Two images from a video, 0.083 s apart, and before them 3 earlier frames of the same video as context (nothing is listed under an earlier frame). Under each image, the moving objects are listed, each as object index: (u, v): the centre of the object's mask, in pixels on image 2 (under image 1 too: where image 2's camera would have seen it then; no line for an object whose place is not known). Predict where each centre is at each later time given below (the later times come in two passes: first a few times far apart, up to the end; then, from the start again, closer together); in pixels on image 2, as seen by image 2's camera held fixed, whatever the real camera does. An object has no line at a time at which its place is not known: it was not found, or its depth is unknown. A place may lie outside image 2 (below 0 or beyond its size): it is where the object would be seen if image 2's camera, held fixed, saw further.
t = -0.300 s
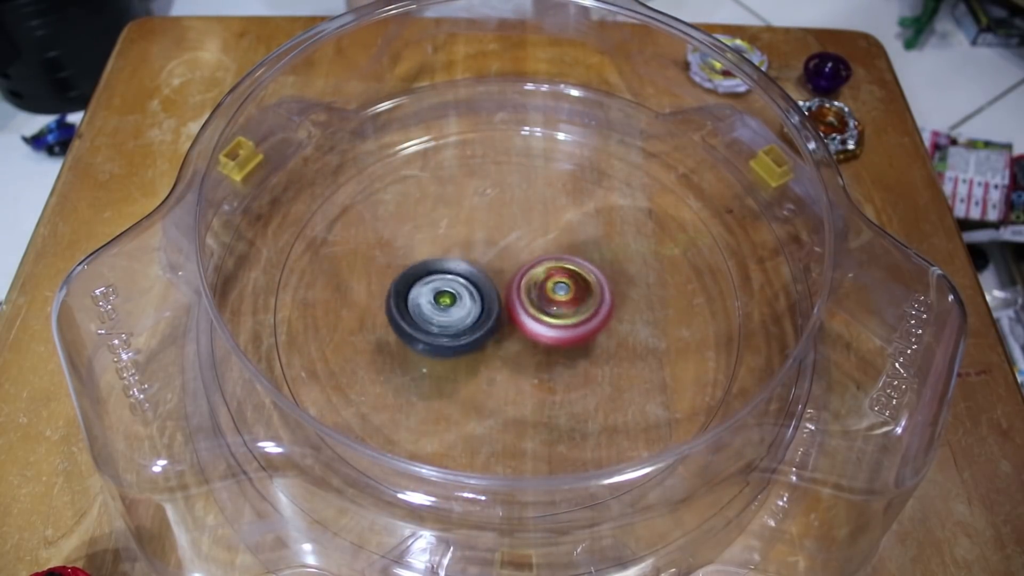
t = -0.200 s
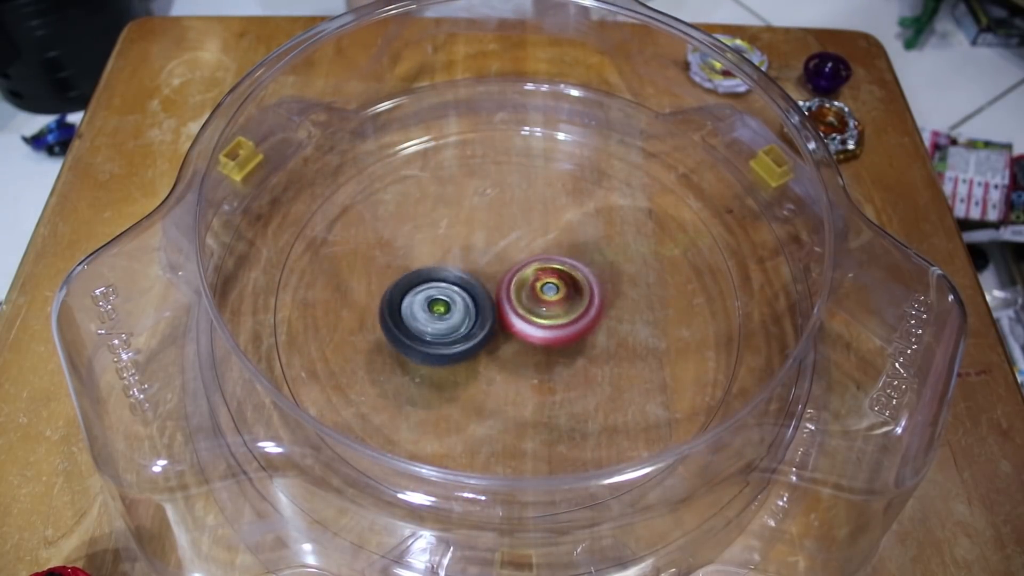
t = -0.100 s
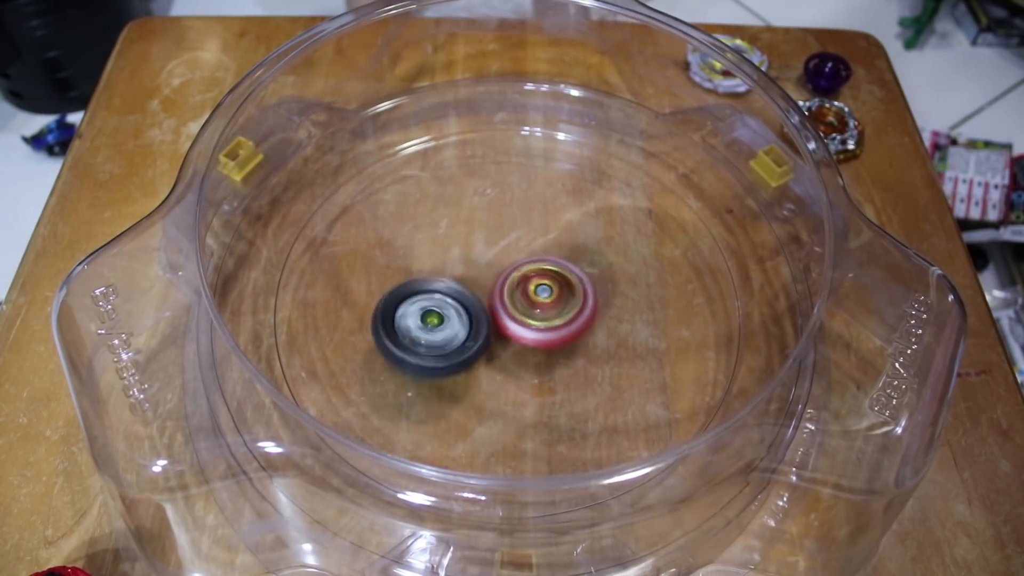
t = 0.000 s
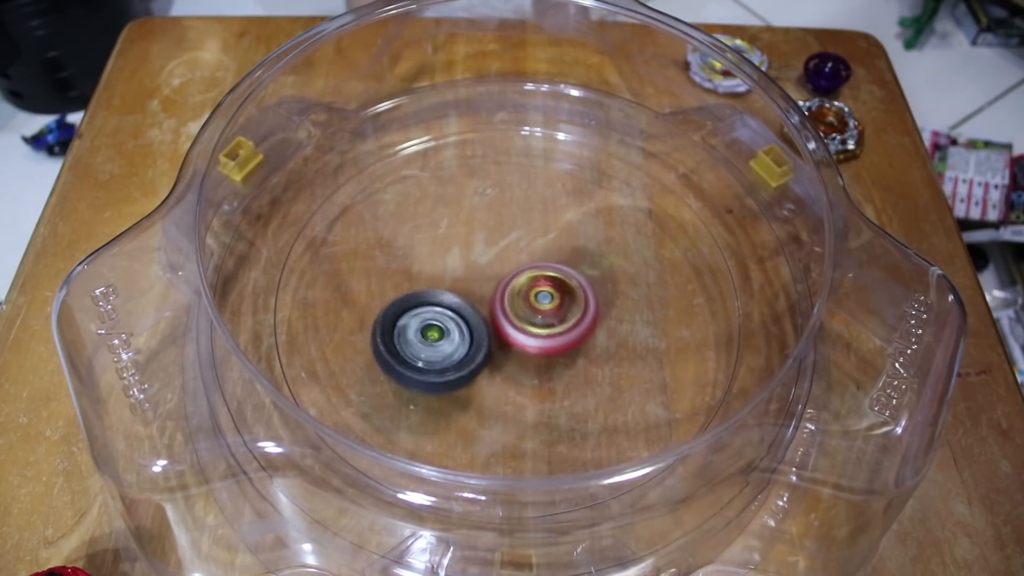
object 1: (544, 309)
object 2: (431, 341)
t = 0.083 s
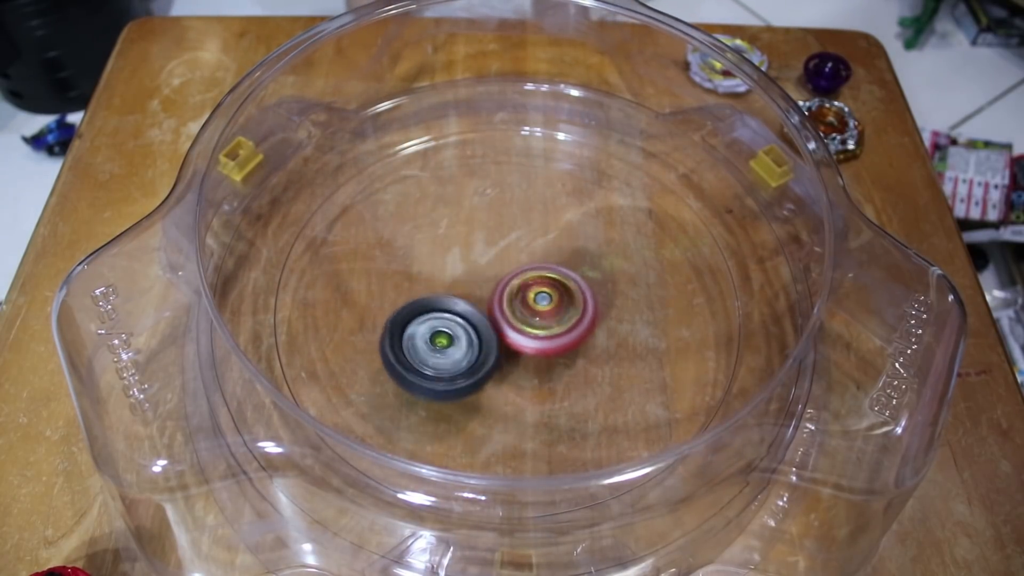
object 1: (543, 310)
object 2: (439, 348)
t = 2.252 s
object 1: (566, 314)
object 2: (445, 281)
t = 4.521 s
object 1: (510, 379)
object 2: (559, 280)
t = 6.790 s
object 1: (520, 340)
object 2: (578, 221)
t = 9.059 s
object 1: (494, 344)
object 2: (542, 234)
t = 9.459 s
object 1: (464, 335)
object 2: (565, 269)
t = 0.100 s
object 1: (542, 310)
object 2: (442, 349)
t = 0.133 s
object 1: (543, 308)
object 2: (446, 349)
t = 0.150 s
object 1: (553, 302)
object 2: (438, 355)
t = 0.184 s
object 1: (574, 286)
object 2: (424, 365)
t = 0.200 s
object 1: (584, 280)
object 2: (420, 369)
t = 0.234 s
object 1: (597, 268)
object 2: (419, 374)
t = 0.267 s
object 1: (605, 262)
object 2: (425, 378)
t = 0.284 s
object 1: (608, 259)
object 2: (428, 380)
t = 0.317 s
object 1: (611, 258)
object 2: (437, 382)
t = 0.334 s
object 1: (611, 258)
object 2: (441, 382)
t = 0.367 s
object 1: (612, 260)
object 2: (451, 382)
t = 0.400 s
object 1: (612, 262)
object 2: (461, 378)
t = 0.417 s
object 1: (613, 263)
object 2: (466, 376)
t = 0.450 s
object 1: (614, 265)
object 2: (477, 370)
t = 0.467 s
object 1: (614, 266)
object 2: (481, 367)
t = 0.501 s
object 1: (614, 268)
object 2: (491, 358)
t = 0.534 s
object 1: (615, 269)
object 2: (500, 349)
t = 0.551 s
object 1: (614, 270)
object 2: (506, 343)
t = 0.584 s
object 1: (613, 272)
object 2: (514, 332)
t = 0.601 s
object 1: (613, 272)
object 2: (518, 325)
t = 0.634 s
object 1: (617, 268)
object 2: (514, 316)
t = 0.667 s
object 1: (626, 261)
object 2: (507, 310)
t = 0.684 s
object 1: (628, 258)
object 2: (504, 307)
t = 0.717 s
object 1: (628, 255)
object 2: (499, 300)
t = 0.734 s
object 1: (626, 254)
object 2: (496, 296)
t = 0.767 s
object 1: (620, 255)
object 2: (491, 288)
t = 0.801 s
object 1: (612, 258)
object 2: (487, 282)
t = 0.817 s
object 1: (607, 260)
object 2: (485, 279)
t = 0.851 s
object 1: (598, 265)
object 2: (482, 274)
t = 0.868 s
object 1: (594, 267)
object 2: (480, 271)
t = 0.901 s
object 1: (585, 273)
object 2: (477, 266)
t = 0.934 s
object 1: (579, 278)
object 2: (472, 261)
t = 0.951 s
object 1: (577, 282)
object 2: (469, 259)
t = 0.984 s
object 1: (575, 286)
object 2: (465, 255)
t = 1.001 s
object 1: (573, 289)
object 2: (462, 254)
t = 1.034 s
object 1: (568, 290)
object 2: (459, 251)
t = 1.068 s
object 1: (564, 291)
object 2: (455, 248)
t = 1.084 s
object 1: (561, 290)
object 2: (454, 247)
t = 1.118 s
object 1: (556, 286)
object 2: (452, 246)
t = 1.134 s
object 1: (554, 283)
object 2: (451, 245)
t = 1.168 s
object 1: (553, 280)
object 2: (443, 242)
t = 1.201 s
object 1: (554, 276)
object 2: (437, 240)
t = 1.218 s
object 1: (554, 275)
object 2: (435, 240)
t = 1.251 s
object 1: (555, 272)
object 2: (433, 240)
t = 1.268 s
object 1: (555, 270)
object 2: (432, 240)
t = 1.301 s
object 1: (556, 268)
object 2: (432, 241)
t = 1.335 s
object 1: (556, 265)
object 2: (433, 243)
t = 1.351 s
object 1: (556, 264)
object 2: (433, 243)
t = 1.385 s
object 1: (557, 261)
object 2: (436, 245)
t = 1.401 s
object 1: (557, 260)
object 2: (438, 246)
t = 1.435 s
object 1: (556, 258)
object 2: (442, 248)
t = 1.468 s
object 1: (555, 256)
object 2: (447, 248)
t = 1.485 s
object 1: (557, 255)
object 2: (448, 249)
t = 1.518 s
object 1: (560, 253)
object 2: (450, 249)
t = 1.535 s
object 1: (561, 252)
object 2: (452, 250)
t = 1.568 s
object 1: (567, 252)
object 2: (451, 250)
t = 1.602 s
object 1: (569, 253)
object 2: (454, 251)
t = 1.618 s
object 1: (569, 254)
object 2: (455, 252)
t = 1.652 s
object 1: (568, 256)
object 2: (459, 253)
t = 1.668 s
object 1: (569, 257)
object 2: (460, 254)
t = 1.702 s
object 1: (574, 261)
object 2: (458, 254)
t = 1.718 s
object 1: (576, 262)
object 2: (457, 255)
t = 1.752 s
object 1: (576, 267)
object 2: (457, 256)
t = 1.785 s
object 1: (572, 270)
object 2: (458, 258)
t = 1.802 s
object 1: (569, 272)
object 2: (459, 259)
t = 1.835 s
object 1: (570, 276)
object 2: (455, 260)
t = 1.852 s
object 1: (571, 278)
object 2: (453, 260)
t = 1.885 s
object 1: (571, 281)
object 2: (450, 261)
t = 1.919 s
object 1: (569, 284)
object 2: (450, 263)
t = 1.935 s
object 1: (568, 286)
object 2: (450, 264)
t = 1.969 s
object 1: (565, 289)
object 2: (452, 267)
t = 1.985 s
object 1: (564, 290)
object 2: (453, 268)
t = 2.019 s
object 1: (564, 293)
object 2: (454, 270)
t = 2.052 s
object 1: (565, 295)
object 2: (454, 272)
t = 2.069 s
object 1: (567, 297)
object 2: (452, 273)
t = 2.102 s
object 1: (567, 302)
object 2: (449, 275)
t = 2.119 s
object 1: (566, 304)
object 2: (449, 275)
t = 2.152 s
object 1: (562, 307)
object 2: (450, 278)
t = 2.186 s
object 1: (559, 310)
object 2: (451, 280)
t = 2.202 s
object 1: (561, 311)
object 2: (449, 281)
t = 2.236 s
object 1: (565, 313)
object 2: (445, 280)
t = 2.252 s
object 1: (566, 314)
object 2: (445, 281)
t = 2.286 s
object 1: (566, 315)
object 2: (445, 282)
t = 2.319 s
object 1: (565, 316)
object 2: (447, 283)
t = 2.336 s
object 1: (564, 316)
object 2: (449, 283)
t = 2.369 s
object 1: (561, 317)
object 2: (452, 284)
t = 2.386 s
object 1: (562, 317)
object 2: (452, 283)
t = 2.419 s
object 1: (563, 318)
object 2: (452, 282)
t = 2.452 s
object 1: (562, 318)
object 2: (452, 281)
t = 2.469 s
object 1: (561, 318)
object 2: (453, 280)
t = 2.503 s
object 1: (561, 319)
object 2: (455, 277)
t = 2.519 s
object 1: (560, 320)
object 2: (454, 276)
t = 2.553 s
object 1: (558, 321)
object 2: (455, 273)
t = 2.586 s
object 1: (556, 321)
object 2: (457, 270)
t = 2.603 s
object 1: (555, 321)
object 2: (458, 268)
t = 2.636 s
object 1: (554, 321)
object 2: (459, 264)
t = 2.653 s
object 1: (552, 320)
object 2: (459, 262)
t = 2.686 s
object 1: (552, 320)
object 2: (461, 257)
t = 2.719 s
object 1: (551, 318)
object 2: (462, 252)
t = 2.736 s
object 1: (550, 318)
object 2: (463, 250)
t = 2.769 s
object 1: (548, 316)
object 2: (464, 246)
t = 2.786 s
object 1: (547, 315)
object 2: (465, 244)
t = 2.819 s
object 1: (545, 313)
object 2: (466, 240)
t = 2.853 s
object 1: (543, 310)
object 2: (468, 236)
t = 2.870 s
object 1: (543, 310)
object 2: (468, 234)
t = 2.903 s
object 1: (542, 309)
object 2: (467, 229)
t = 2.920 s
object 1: (541, 309)
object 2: (467, 227)
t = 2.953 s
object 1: (539, 308)
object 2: (468, 223)
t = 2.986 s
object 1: (538, 307)
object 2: (468, 220)
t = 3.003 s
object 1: (537, 307)
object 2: (469, 219)
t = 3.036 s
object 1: (536, 306)
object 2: (470, 217)
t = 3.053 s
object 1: (535, 306)
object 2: (470, 216)
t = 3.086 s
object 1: (535, 305)
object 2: (472, 215)
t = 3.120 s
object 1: (535, 303)
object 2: (474, 214)
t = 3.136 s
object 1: (534, 303)
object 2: (475, 214)
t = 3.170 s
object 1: (535, 302)
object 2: (477, 215)
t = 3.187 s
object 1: (535, 302)
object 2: (478, 214)
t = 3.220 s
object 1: (537, 304)
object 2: (478, 212)
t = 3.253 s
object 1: (539, 305)
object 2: (480, 210)
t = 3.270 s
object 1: (539, 306)
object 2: (480, 210)
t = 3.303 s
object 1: (541, 306)
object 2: (482, 209)
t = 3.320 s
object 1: (541, 306)
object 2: (482, 210)
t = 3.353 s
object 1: (542, 305)
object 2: (484, 211)
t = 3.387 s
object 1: (543, 304)
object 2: (487, 212)
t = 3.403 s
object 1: (543, 303)
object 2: (488, 213)
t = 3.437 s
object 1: (545, 306)
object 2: (490, 212)
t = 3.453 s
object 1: (546, 308)
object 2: (490, 211)
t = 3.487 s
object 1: (546, 311)
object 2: (491, 210)
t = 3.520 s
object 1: (543, 313)
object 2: (493, 212)
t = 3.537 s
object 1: (542, 314)
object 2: (494, 213)
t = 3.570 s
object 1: (540, 315)
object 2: (496, 217)
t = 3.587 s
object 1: (538, 316)
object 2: (497, 220)
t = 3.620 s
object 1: (535, 318)
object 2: (499, 223)
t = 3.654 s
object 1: (534, 324)
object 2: (501, 223)
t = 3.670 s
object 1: (533, 327)
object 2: (503, 223)
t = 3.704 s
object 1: (532, 331)
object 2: (506, 225)
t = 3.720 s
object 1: (532, 332)
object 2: (508, 225)
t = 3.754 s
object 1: (531, 332)
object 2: (511, 228)
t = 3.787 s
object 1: (529, 331)
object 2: (515, 231)
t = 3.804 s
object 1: (529, 331)
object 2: (516, 232)
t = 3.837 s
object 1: (531, 345)
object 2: (517, 220)
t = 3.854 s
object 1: (532, 351)
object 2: (517, 215)
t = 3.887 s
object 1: (533, 359)
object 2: (518, 209)
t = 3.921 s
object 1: (532, 363)
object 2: (519, 205)
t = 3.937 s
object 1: (530, 365)
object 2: (519, 203)
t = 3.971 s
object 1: (528, 369)
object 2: (519, 202)
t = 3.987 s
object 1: (528, 370)
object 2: (518, 201)
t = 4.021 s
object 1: (525, 373)
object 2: (518, 201)
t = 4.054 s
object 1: (523, 375)
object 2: (518, 202)
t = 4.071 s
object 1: (523, 376)
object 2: (518, 203)
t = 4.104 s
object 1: (521, 378)
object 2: (518, 205)
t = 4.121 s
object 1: (520, 380)
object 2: (518, 206)
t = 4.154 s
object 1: (519, 382)
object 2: (519, 210)
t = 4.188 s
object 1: (518, 383)
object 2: (520, 215)
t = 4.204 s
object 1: (517, 384)
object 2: (521, 217)
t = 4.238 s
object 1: (516, 385)
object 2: (522, 223)
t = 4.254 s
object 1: (515, 385)
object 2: (524, 226)
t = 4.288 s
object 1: (514, 386)
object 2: (526, 232)
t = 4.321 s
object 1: (513, 387)
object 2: (529, 239)
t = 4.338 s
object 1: (512, 387)
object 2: (531, 243)
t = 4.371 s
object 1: (512, 386)
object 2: (536, 250)
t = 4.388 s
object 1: (511, 385)
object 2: (538, 253)
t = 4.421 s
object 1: (510, 384)
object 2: (543, 260)
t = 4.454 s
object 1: (510, 383)
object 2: (548, 267)
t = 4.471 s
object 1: (510, 382)
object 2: (550, 271)
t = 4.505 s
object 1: (509, 380)
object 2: (556, 277)
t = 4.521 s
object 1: (510, 379)
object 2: (559, 280)
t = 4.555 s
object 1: (509, 377)
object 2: (564, 286)
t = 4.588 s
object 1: (502, 384)
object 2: (576, 283)
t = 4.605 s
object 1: (499, 385)
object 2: (581, 282)
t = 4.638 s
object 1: (494, 388)
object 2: (588, 281)
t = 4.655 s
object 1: (493, 388)
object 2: (591, 280)
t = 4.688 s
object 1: (493, 386)
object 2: (595, 279)
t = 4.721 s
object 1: (494, 382)
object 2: (599, 278)
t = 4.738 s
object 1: (494, 380)
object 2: (600, 278)
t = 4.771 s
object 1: (496, 375)
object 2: (602, 277)
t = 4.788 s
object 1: (497, 371)
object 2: (603, 277)
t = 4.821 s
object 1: (498, 365)
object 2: (603, 276)
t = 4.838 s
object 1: (500, 362)
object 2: (603, 276)
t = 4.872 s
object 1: (501, 355)
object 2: (602, 275)
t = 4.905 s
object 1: (503, 348)
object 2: (600, 275)
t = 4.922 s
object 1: (504, 345)
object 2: (598, 275)
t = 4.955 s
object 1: (505, 340)
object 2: (595, 276)
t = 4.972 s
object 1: (505, 339)
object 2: (594, 275)
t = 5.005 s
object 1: (500, 338)
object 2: (594, 272)
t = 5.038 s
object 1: (496, 337)
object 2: (593, 268)
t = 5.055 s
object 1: (494, 336)
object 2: (592, 267)
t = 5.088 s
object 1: (494, 335)
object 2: (588, 266)
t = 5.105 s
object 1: (495, 334)
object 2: (586, 265)
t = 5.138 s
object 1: (496, 332)
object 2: (581, 264)
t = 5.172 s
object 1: (492, 333)
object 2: (581, 259)
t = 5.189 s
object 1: (487, 335)
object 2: (585, 252)
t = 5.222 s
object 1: (480, 336)
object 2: (587, 241)
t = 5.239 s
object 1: (479, 336)
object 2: (587, 238)
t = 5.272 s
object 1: (475, 333)
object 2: (584, 231)
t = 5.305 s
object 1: (472, 331)
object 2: (580, 225)
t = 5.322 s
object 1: (472, 329)
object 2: (578, 223)
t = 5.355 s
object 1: (469, 326)
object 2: (573, 219)
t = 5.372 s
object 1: (468, 325)
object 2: (570, 217)
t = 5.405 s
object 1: (466, 322)
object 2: (564, 215)
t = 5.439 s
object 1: (464, 319)
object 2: (557, 214)
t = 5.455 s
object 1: (462, 317)
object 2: (553, 214)
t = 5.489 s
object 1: (461, 314)
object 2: (546, 214)
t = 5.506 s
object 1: (460, 312)
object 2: (541, 215)
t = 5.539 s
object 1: (459, 309)
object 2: (533, 218)
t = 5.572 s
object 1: (457, 306)
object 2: (525, 222)
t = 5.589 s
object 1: (456, 304)
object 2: (521, 225)
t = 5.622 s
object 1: (449, 307)
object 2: (520, 222)
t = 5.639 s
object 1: (446, 309)
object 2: (521, 220)
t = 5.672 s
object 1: (442, 310)
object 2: (520, 217)
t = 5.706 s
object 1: (441, 310)
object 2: (518, 217)
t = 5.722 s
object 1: (441, 309)
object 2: (517, 217)
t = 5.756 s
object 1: (445, 308)
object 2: (514, 219)
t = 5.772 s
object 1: (448, 308)
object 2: (513, 220)
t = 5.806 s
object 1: (453, 306)
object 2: (510, 223)
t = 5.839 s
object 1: (456, 308)
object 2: (510, 224)
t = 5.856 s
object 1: (456, 309)
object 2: (511, 224)
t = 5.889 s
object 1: (457, 312)
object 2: (513, 223)
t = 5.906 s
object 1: (456, 315)
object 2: (516, 220)
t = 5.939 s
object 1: (457, 319)
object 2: (520, 217)
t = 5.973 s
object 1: (458, 321)
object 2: (522, 216)
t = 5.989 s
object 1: (460, 321)
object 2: (524, 215)
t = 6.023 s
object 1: (463, 321)
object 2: (526, 215)
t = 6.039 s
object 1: (464, 321)
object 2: (527, 216)
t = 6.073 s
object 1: (468, 320)
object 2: (529, 217)
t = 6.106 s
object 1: (472, 320)
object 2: (531, 219)
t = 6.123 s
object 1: (475, 319)
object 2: (532, 220)
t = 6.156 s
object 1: (479, 318)
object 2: (534, 222)
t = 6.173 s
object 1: (481, 318)
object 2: (535, 224)
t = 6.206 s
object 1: (486, 317)
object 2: (537, 227)
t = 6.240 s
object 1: (490, 316)
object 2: (539, 232)
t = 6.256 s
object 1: (491, 317)
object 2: (541, 232)
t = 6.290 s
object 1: (492, 322)
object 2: (547, 229)
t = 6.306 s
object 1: (493, 324)
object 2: (549, 228)
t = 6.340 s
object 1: (495, 326)
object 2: (554, 227)
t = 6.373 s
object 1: (499, 327)
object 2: (558, 227)
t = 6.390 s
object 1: (501, 326)
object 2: (559, 227)
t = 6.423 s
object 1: (505, 325)
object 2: (563, 227)
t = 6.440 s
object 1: (508, 325)
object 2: (564, 227)
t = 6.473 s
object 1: (513, 323)
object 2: (567, 228)
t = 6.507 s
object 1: (518, 321)
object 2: (569, 230)
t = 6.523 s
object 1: (520, 319)
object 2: (570, 231)
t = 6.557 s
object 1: (523, 317)
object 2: (572, 233)
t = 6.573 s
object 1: (523, 320)
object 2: (574, 231)
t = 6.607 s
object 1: (517, 331)
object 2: (581, 222)
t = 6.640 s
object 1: (515, 339)
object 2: (584, 218)
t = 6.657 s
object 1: (515, 340)
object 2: (584, 218)
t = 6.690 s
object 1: (516, 341)
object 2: (583, 218)
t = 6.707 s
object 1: (517, 341)
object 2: (583, 218)
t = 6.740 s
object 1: (519, 341)
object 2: (581, 218)
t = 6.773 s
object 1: (520, 340)
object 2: (579, 220)
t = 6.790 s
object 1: (520, 340)
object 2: (578, 221)
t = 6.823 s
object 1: (521, 339)
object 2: (575, 224)
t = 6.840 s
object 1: (523, 339)
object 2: (574, 226)
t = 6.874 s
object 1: (524, 338)
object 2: (570, 230)
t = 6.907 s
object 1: (526, 336)
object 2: (565, 235)
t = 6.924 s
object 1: (525, 335)
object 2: (563, 238)
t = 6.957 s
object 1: (526, 335)
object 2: (558, 244)
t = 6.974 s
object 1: (525, 340)
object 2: (558, 241)
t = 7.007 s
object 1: (522, 352)
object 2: (556, 236)
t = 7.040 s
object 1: (521, 356)
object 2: (553, 236)
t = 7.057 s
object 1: (520, 357)
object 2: (550, 237)
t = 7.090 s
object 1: (519, 357)
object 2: (544, 239)
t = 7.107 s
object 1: (520, 356)
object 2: (541, 241)
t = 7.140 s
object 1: (519, 355)
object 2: (535, 244)
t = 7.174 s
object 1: (519, 354)
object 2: (529, 249)
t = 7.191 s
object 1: (517, 353)
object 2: (527, 252)
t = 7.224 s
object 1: (517, 354)
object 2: (522, 256)
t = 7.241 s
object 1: (515, 357)
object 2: (521, 253)
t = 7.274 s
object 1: (511, 366)
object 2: (517, 249)
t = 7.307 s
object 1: (508, 369)
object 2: (512, 248)
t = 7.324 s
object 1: (507, 370)
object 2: (509, 248)
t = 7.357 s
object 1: (507, 369)
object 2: (505, 248)
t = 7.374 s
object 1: (507, 367)
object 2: (503, 248)
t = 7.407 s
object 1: (507, 363)
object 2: (498, 249)
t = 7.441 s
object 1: (506, 359)
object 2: (495, 251)
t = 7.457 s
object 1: (506, 356)
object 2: (493, 252)
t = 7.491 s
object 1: (505, 351)
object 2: (490, 254)
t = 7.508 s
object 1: (506, 350)
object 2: (488, 255)
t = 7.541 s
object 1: (509, 354)
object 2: (483, 248)
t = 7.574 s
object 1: (511, 355)
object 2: (479, 244)
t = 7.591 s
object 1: (512, 354)
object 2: (476, 243)
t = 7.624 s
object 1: (513, 352)
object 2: (473, 241)
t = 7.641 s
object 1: (514, 351)
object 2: (471, 241)
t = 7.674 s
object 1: (515, 348)
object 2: (468, 241)
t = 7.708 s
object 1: (515, 344)
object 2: (466, 241)
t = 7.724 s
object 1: (515, 342)
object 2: (465, 241)
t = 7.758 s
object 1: (516, 339)
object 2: (463, 242)
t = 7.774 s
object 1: (515, 337)
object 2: (463, 243)
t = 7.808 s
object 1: (516, 333)
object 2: (463, 245)
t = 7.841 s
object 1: (518, 332)
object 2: (464, 246)
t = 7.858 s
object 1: (524, 338)
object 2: (460, 240)
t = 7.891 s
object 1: (537, 352)
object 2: (451, 225)
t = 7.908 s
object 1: (543, 356)
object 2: (448, 221)
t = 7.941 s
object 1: (551, 360)
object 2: (443, 215)
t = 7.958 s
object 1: (552, 361)
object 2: (441, 214)
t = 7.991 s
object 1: (553, 361)
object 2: (438, 211)
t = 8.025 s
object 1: (553, 360)
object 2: (435, 210)
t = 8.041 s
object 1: (553, 361)
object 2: (434, 210)
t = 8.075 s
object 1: (553, 360)
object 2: (432, 211)
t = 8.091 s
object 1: (554, 359)
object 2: (431, 211)
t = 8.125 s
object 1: (554, 358)
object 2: (431, 213)
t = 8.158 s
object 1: (554, 357)
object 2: (432, 215)
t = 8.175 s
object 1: (553, 356)
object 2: (434, 216)
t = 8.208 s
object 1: (552, 354)
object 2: (437, 220)
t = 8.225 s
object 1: (552, 353)
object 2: (439, 222)
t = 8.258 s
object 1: (551, 350)
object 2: (443, 225)
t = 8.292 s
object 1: (550, 348)
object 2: (448, 230)
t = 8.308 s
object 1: (550, 346)
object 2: (451, 232)
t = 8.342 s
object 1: (548, 344)
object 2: (458, 237)
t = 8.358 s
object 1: (546, 343)
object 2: (462, 240)
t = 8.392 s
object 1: (544, 340)
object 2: (471, 246)
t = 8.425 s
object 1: (543, 338)
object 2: (480, 251)
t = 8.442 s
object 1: (543, 338)
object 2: (485, 252)
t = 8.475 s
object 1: (548, 349)
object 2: (487, 244)
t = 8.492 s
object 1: (551, 352)
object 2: (488, 240)
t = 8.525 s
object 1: (553, 356)
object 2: (491, 237)
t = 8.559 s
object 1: (551, 356)
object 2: (494, 234)
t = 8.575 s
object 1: (549, 354)
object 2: (495, 233)
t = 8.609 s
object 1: (546, 352)
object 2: (498, 232)
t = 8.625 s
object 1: (544, 352)
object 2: (499, 231)
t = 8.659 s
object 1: (540, 351)
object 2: (502, 230)
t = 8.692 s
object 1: (537, 349)
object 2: (505, 230)
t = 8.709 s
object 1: (535, 349)
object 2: (507, 230)
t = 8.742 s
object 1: (532, 347)
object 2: (510, 231)
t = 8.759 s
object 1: (530, 345)
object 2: (512, 231)
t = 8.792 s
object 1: (527, 344)
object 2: (515, 232)
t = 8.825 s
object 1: (524, 342)
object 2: (519, 235)
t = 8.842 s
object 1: (521, 341)
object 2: (521, 236)
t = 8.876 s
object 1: (516, 338)
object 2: (525, 238)
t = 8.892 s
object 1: (514, 338)
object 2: (527, 239)
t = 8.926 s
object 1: (508, 344)
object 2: (531, 234)
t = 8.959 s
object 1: (503, 346)
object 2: (535, 232)
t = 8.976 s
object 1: (502, 347)
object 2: (536, 232)
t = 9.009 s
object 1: (499, 346)
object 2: (539, 233)
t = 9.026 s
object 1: (496, 345)
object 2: (540, 233)
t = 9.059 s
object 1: (494, 344)
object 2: (542, 234)
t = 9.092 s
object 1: (491, 343)
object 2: (544, 235)
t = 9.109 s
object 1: (488, 343)
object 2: (545, 236)
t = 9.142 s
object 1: (485, 341)
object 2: (547, 238)
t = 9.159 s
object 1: (485, 342)
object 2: (548, 239)
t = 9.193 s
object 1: (482, 340)
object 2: (549, 242)
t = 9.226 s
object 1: (480, 339)
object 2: (550, 246)
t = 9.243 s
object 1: (480, 338)
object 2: (551, 247)
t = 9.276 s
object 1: (478, 337)
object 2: (552, 251)
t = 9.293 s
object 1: (477, 336)
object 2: (553, 254)
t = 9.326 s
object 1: (476, 334)
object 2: (553, 258)
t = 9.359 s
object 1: (475, 334)
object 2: (554, 263)
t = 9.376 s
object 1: (470, 334)
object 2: (557, 264)
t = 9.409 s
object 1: (465, 335)
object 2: (561, 266)
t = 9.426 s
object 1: (464, 336)
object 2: (563, 267)
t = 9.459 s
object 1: (464, 335)
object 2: (565, 269)
